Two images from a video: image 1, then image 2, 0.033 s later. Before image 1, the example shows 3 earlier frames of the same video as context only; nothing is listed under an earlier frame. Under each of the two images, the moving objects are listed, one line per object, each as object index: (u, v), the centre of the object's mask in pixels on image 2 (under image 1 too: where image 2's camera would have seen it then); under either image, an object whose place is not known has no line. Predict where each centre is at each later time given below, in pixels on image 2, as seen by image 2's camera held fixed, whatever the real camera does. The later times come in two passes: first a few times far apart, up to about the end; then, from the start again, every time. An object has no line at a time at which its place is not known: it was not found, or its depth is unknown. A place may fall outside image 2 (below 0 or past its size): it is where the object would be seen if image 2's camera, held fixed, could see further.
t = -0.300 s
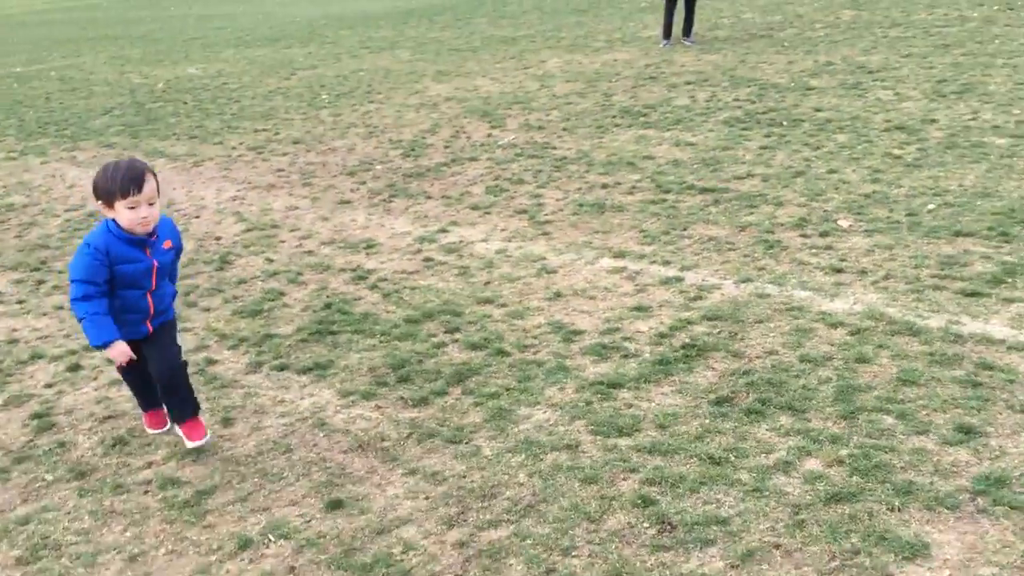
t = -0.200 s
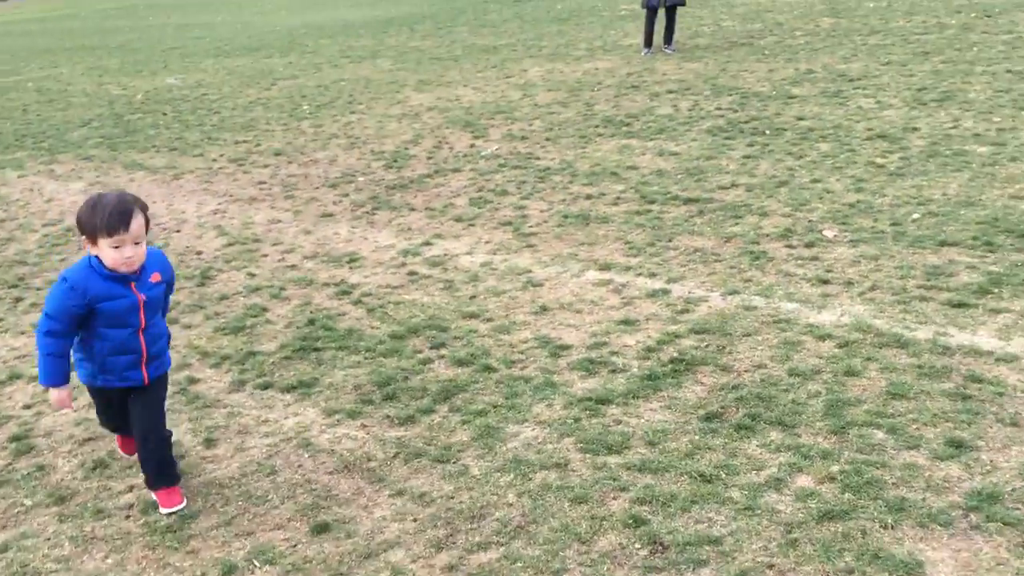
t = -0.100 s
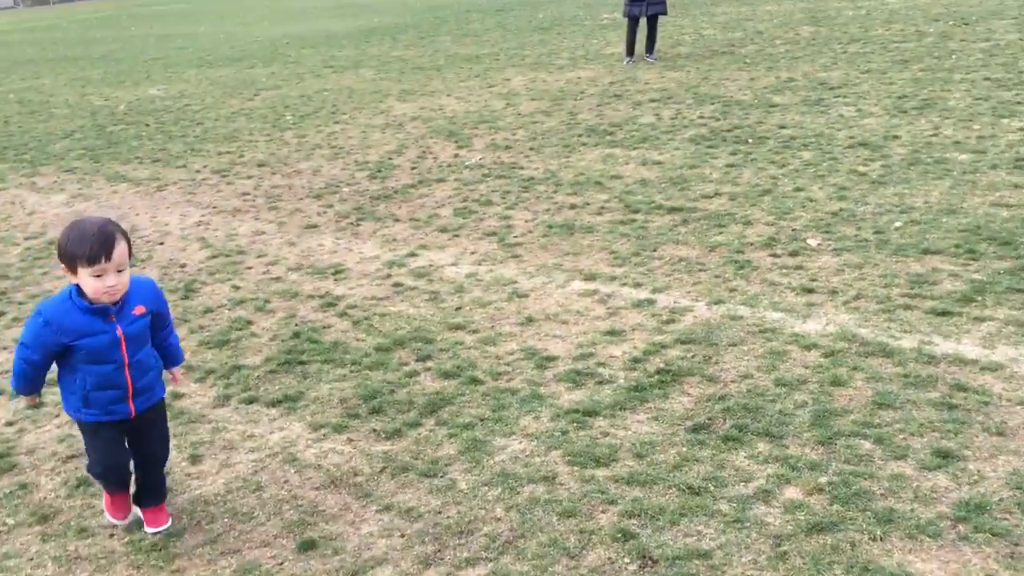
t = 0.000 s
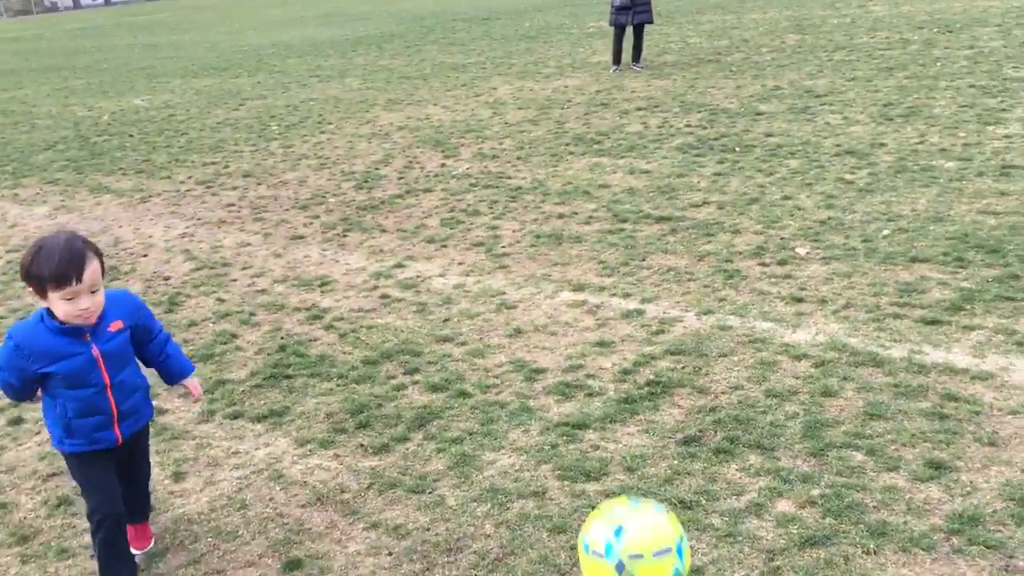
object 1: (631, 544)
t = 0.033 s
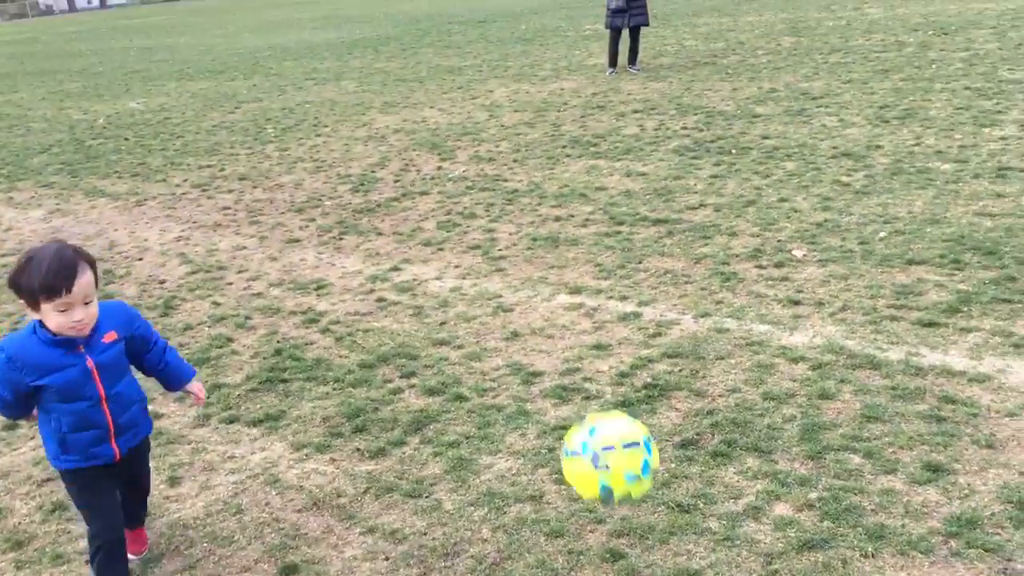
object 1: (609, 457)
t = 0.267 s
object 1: (544, 216)
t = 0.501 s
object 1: (529, 219)
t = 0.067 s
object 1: (593, 386)
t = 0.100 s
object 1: (580, 331)
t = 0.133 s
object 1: (570, 292)
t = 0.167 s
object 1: (562, 262)
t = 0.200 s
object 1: (555, 241)
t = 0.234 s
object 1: (549, 226)
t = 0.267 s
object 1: (544, 216)
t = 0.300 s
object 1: (541, 210)
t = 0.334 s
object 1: (538, 207)
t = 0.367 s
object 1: (535, 206)
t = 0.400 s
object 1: (533, 208)
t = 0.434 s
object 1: (532, 212)
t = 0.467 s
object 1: (530, 217)
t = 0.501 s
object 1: (529, 219)
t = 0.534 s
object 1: (525, 204)
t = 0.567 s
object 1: (520, 189)
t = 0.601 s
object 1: (517, 177)
